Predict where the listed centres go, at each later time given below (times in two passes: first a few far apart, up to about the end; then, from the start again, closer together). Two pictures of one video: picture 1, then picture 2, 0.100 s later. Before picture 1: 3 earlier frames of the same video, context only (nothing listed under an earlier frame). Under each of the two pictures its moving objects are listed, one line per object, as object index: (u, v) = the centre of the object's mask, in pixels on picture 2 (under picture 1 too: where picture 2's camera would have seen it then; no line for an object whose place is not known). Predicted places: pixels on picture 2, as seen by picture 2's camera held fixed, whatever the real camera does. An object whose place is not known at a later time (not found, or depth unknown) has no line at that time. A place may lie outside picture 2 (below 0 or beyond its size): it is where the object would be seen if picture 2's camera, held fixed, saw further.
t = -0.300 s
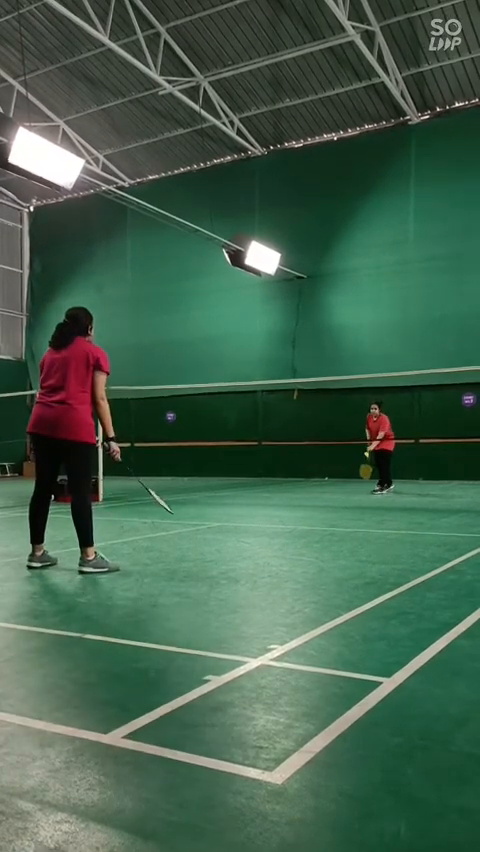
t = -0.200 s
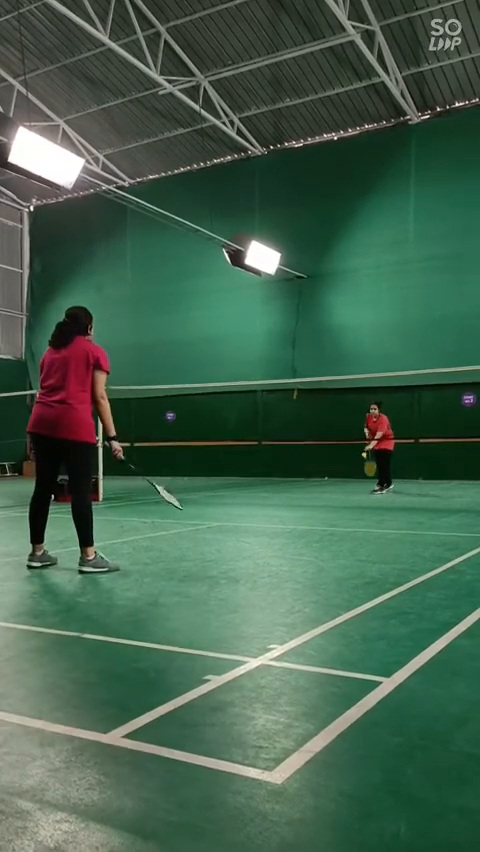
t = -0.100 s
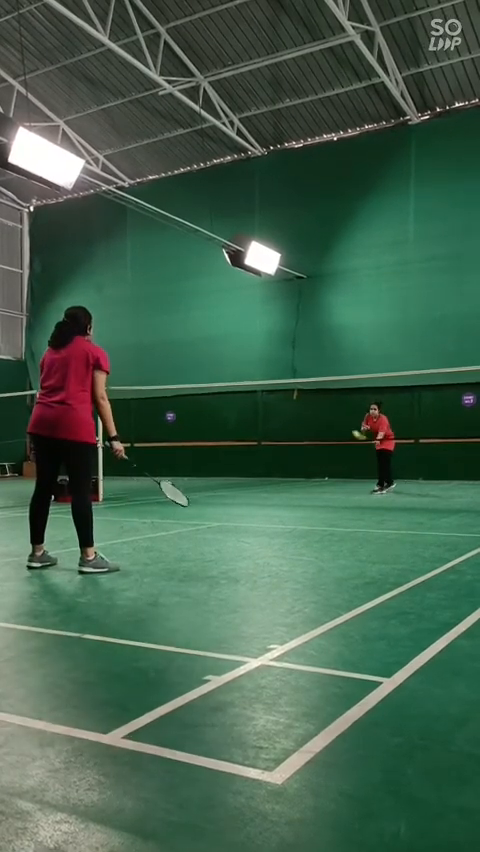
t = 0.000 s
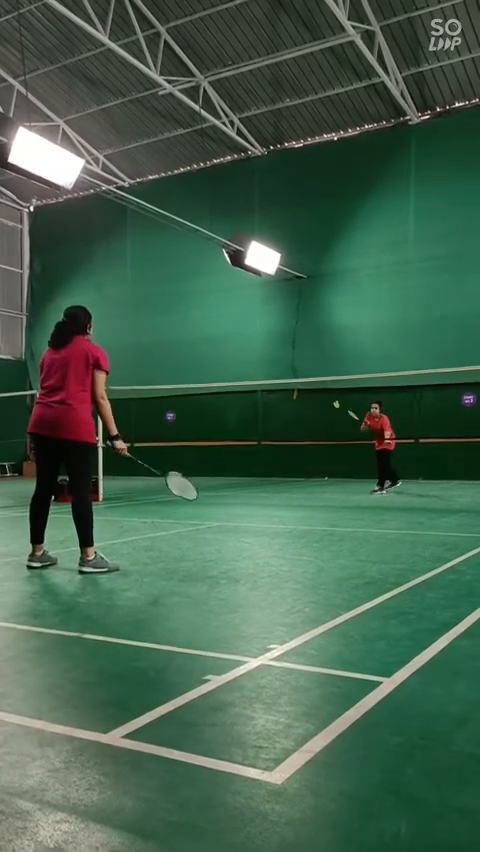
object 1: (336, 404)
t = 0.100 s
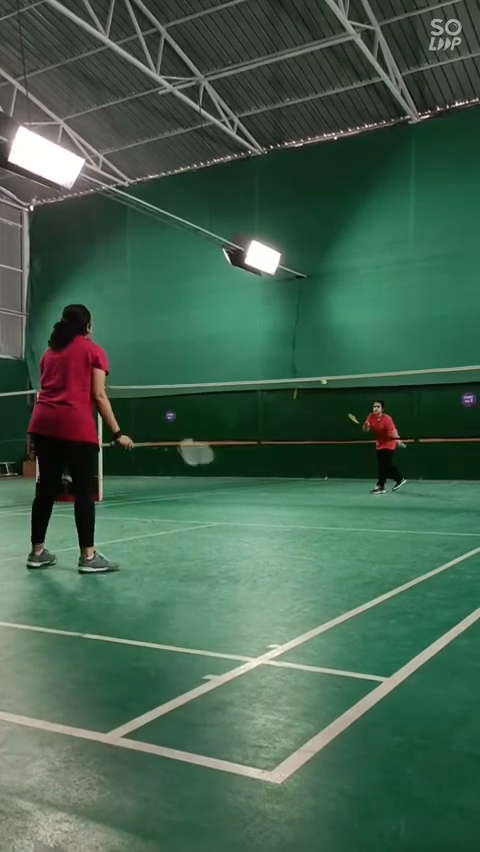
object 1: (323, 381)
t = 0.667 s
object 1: (244, 417)
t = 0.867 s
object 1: (217, 501)
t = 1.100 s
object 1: (208, 500)
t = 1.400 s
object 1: (205, 522)
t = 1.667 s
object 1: (200, 526)
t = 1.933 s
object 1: (200, 527)
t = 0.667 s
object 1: (244, 417)
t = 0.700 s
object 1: (239, 429)
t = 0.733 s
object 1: (234, 442)
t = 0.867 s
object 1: (217, 501)
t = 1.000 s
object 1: (211, 505)
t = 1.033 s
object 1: (210, 502)
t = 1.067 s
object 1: (209, 500)
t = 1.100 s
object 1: (208, 500)
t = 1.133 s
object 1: (208, 501)
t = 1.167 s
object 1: (207, 502)
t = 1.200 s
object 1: (207, 505)
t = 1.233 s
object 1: (207, 508)
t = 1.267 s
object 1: (207, 513)
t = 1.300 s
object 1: (206, 518)
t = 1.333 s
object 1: (206, 524)
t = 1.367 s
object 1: (206, 524)
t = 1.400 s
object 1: (205, 522)
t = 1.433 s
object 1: (205, 521)
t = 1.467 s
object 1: (204, 521)
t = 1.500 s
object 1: (203, 522)
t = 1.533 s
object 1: (203, 524)
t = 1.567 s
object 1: (201, 526)
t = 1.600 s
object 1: (201, 526)
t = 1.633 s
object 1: (200, 526)
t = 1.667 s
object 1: (200, 526)
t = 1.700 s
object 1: (200, 527)
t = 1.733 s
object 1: (200, 526)
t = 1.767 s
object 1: (200, 527)
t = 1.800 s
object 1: (200, 526)
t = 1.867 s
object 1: (200, 527)
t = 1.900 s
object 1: (200, 527)
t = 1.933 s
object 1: (200, 527)
